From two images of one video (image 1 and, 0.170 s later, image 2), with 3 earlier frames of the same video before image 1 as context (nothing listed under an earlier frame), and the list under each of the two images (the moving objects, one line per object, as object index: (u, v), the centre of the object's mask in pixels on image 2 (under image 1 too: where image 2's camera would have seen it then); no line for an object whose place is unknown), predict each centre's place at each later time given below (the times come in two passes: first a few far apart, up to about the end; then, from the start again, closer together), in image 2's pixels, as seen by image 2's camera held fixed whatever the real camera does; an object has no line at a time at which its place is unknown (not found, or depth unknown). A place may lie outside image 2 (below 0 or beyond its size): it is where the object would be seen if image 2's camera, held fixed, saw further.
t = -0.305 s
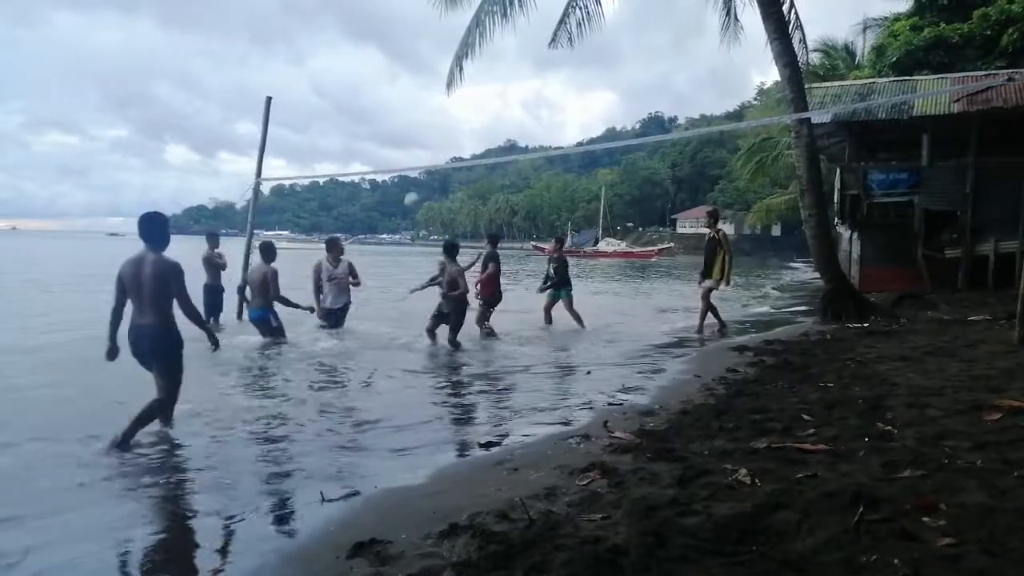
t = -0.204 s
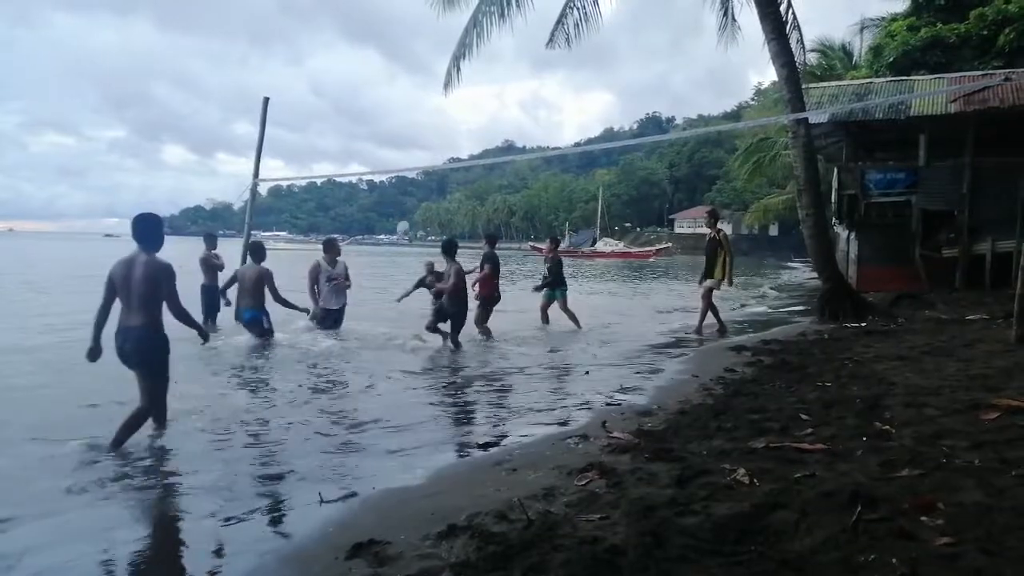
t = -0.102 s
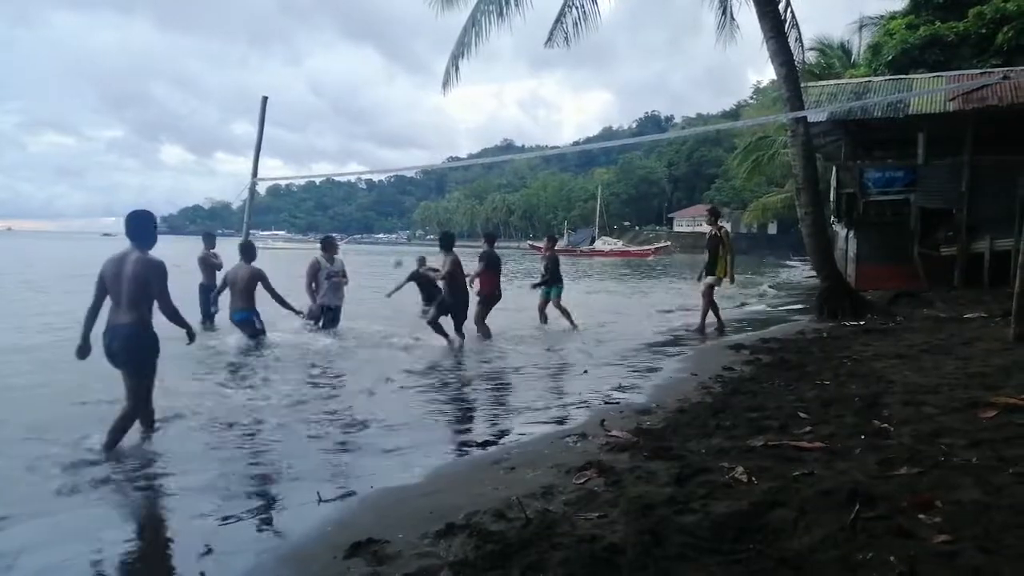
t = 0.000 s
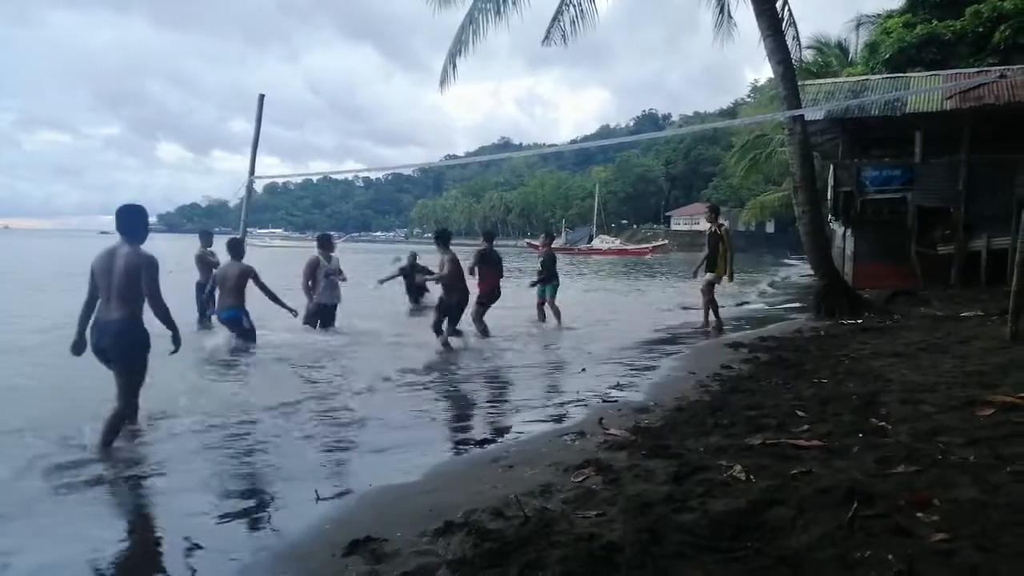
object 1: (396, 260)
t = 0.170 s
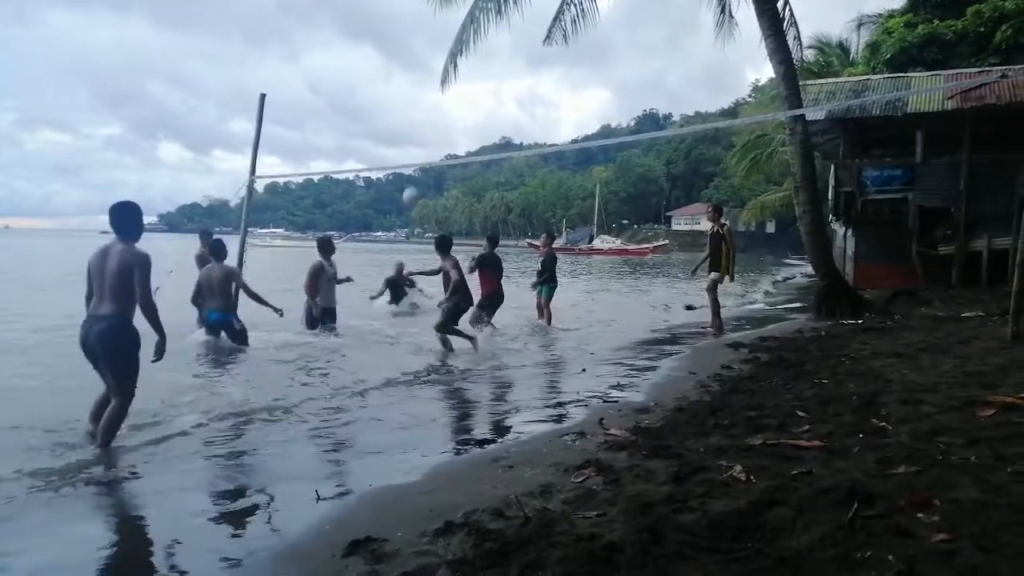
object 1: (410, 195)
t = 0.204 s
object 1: (412, 183)
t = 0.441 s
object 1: (440, 118)
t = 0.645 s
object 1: (469, 88)
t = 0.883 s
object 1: (512, 107)
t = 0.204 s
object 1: (412, 183)
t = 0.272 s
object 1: (421, 159)
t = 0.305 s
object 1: (424, 153)
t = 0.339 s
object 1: (428, 143)
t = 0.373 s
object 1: (432, 133)
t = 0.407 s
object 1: (436, 125)
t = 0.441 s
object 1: (440, 118)
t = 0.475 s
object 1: (444, 111)
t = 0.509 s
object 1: (449, 104)
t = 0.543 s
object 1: (453, 98)
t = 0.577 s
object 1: (459, 94)
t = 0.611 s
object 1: (464, 90)
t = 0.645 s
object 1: (469, 88)
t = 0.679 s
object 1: (475, 86)
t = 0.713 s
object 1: (480, 86)
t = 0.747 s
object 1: (486, 87)
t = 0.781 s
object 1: (492, 89)
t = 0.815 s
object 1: (498, 93)
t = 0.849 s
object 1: (505, 99)
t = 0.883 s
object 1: (512, 107)
